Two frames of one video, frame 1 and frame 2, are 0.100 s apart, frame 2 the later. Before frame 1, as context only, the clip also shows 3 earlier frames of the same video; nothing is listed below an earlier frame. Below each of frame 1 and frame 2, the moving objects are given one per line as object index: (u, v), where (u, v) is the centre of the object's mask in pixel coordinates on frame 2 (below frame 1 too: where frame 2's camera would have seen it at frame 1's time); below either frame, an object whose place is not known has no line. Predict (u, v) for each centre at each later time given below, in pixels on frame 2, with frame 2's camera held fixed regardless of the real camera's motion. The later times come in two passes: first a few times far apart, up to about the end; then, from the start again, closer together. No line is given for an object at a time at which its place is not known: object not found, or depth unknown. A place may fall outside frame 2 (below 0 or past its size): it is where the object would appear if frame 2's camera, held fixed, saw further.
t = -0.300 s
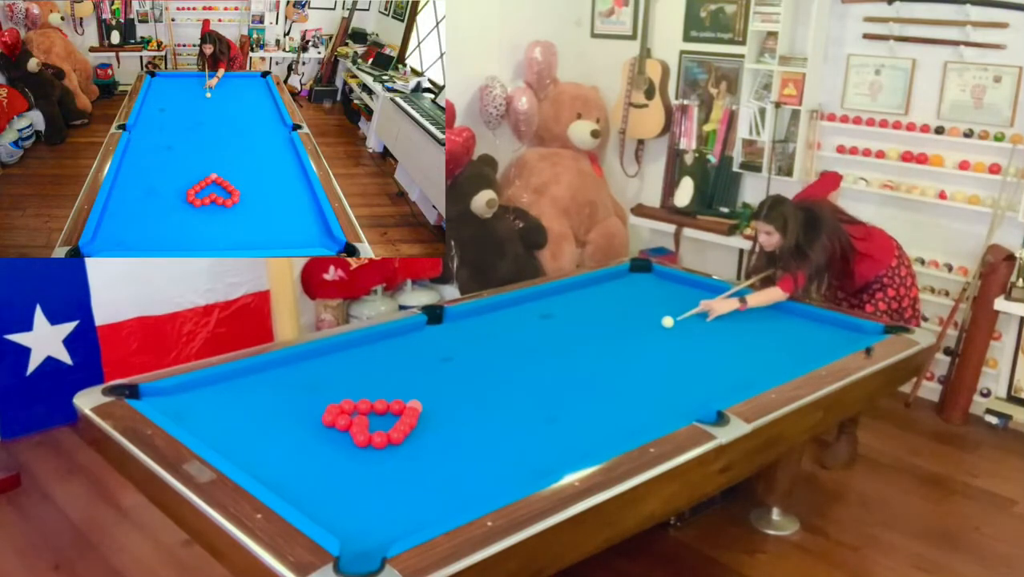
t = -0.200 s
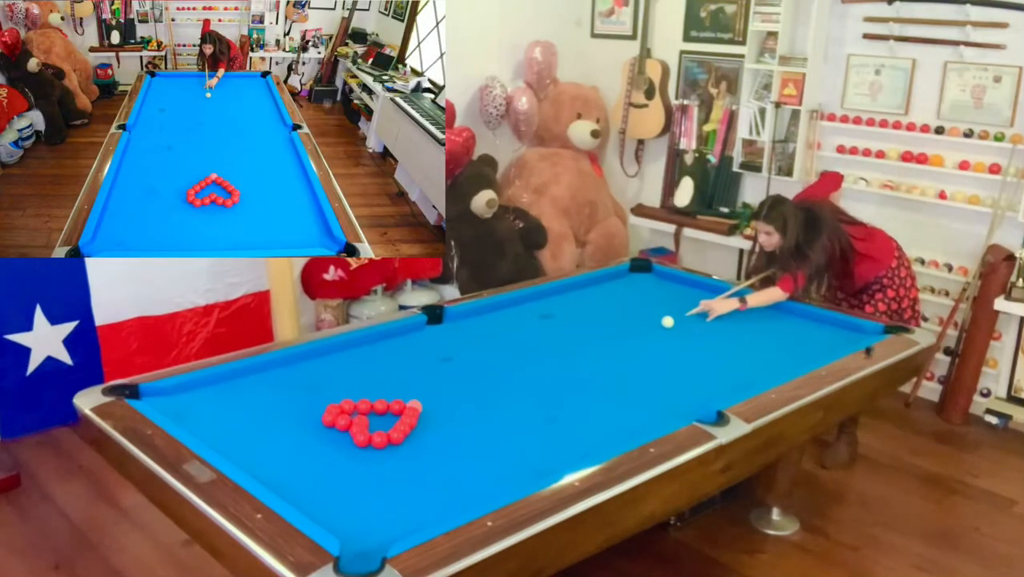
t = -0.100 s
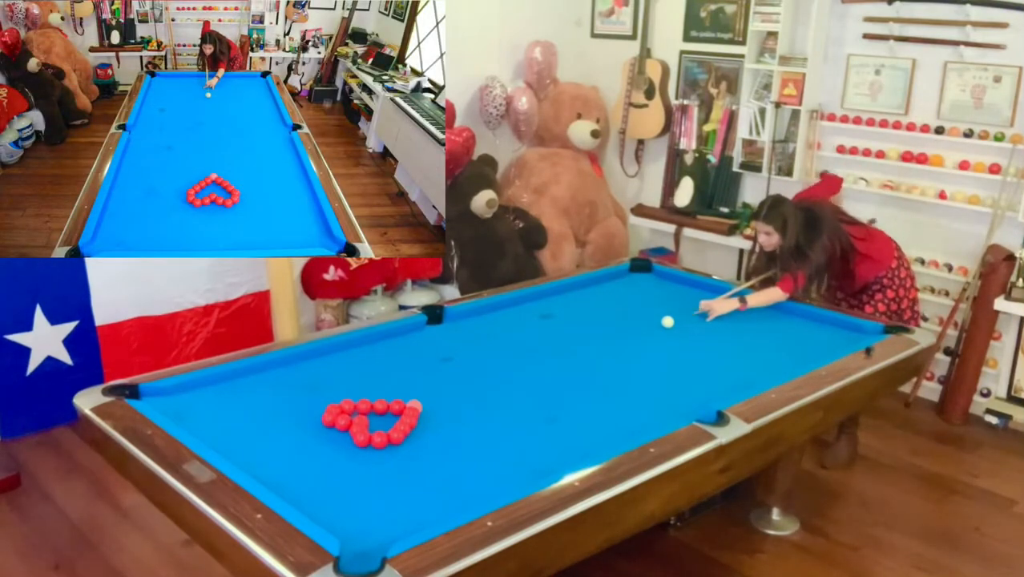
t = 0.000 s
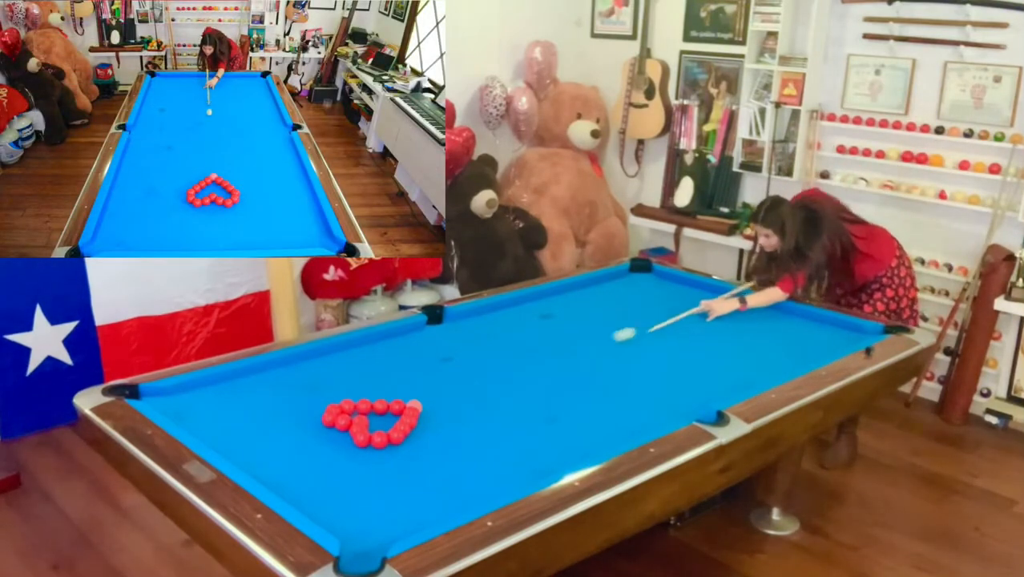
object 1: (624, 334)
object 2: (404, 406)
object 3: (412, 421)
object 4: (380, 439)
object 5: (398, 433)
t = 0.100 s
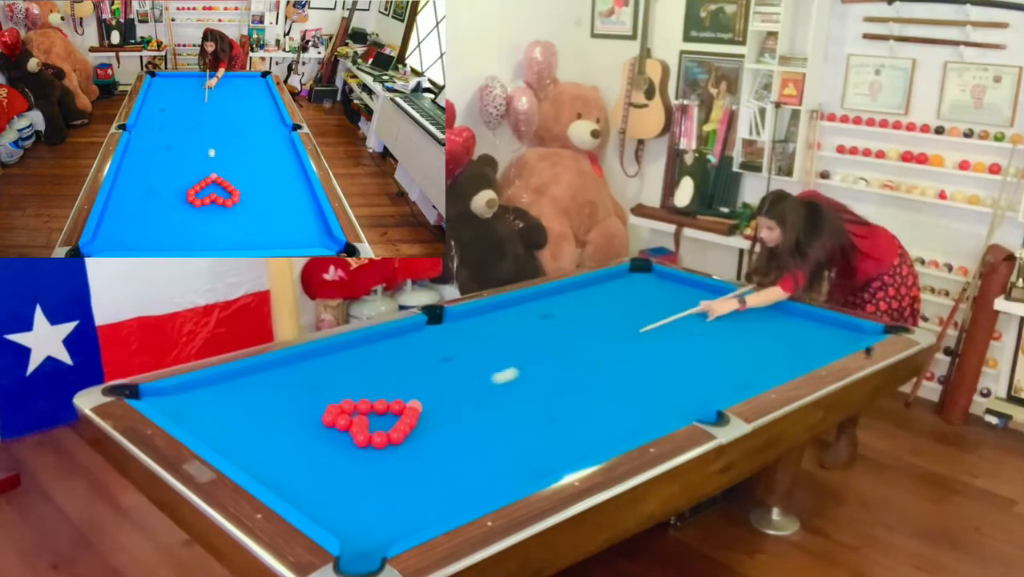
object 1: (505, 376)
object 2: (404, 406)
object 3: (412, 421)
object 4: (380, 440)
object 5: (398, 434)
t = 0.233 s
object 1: (418, 394)
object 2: (401, 407)
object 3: (422, 423)
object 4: (364, 459)
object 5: (421, 461)
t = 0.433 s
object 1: (388, 394)
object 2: (396, 402)
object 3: (454, 426)
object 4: (324, 508)
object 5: (445, 499)
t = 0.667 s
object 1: (366, 391)
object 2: (397, 396)
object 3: (490, 431)
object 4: (384, 520)
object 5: (380, 471)
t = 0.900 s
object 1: (341, 390)
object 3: (525, 434)
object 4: (445, 511)
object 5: (323, 446)
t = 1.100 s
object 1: (322, 388)
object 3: (554, 437)
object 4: (462, 489)
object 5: (307, 434)
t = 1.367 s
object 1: (297, 385)
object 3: (590, 443)
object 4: (481, 463)
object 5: (297, 427)
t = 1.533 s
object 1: (296, 380)
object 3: (611, 443)
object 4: (492, 447)
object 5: (291, 423)
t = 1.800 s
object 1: (299, 371)
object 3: (610, 438)
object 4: (506, 426)
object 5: (281, 416)
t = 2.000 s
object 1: (300, 365)
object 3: (606, 432)
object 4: (516, 412)
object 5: (276, 412)
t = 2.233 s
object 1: (302, 359)
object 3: (602, 426)
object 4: (526, 398)
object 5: (268, 408)
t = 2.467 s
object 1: (307, 356)
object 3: (599, 421)
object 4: (534, 385)
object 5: (262, 404)
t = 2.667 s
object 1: (312, 357)
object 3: (596, 418)
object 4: (541, 375)
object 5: (257, 401)
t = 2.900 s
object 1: (317, 357)
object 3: (593, 415)
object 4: (548, 365)
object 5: (251, 398)
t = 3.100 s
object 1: (320, 358)
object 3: (590, 412)
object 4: (553, 356)
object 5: (247, 396)
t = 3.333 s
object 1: (323, 358)
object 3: (588, 410)
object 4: (559, 348)
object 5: (242, 394)
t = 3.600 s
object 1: (324, 359)
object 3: (586, 407)
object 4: (565, 339)
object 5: (237, 392)
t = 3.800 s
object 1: (323, 358)
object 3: (584, 407)
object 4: (569, 333)
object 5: (234, 391)
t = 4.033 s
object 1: (323, 358)
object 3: (584, 406)
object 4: (572, 326)
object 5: (231, 390)
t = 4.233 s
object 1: (323, 358)
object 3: (584, 406)
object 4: (575, 320)
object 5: (229, 389)
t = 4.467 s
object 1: (323, 358)
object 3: (584, 406)
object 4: (578, 315)
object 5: (228, 388)
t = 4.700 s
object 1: (323, 358)
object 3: (584, 406)
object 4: (580, 310)
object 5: (228, 388)
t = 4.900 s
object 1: (323, 358)
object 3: (584, 406)
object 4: (582, 306)
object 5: (228, 388)
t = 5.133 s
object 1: (323, 358)
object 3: (584, 406)
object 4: (584, 302)
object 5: (228, 388)
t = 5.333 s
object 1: (323, 358)
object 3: (584, 406)
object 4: (585, 300)
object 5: (228, 388)
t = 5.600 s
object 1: (323, 358)
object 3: (584, 406)
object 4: (587, 296)
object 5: (228, 388)
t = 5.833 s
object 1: (323, 358)
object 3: (584, 406)
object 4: (589, 293)
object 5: (228, 388)
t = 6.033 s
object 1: (323, 358)
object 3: (584, 407)
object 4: (590, 291)
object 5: (228, 388)
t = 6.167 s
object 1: (323, 358)
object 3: (584, 406)
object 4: (590, 289)
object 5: (228, 388)
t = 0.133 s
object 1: (460, 390)
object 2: (404, 406)
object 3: (412, 421)
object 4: (380, 439)
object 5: (398, 433)
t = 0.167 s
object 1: (425, 400)
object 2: (404, 406)
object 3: (412, 421)
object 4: (378, 442)
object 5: (400, 435)
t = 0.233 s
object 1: (418, 394)
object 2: (401, 407)
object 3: (422, 423)
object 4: (364, 459)
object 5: (421, 461)
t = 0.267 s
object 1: (415, 395)
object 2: (396, 407)
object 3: (428, 424)
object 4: (357, 467)
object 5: (432, 473)
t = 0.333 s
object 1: (404, 395)
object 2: (395, 405)
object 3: (439, 425)
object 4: (344, 484)
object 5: (455, 496)
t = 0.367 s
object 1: (400, 395)
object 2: (395, 404)
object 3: (444, 425)
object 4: (338, 492)
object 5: (464, 505)
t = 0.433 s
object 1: (388, 394)
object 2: (396, 402)
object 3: (454, 426)
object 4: (324, 508)
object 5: (445, 499)
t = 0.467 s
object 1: (385, 394)
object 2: (396, 401)
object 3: (460, 427)
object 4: (319, 515)
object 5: (434, 494)
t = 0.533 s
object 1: (380, 394)
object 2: (396, 400)
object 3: (470, 428)
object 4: (338, 519)
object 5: (415, 486)
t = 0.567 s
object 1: (377, 393)
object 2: (396, 399)
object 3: (475, 429)
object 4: (350, 519)
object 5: (406, 482)
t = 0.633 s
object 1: (370, 391)
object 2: (397, 397)
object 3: (485, 430)
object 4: (373, 520)
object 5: (388, 474)
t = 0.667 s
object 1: (366, 391)
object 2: (397, 396)
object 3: (490, 431)
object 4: (384, 520)
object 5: (380, 471)
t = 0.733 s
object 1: (358, 391)
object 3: (500, 431)
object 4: (406, 520)
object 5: (363, 463)
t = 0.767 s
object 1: (355, 391)
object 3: (505, 432)
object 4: (417, 520)
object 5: (355, 460)
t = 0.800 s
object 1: (351, 391)
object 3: (510, 433)
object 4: (428, 519)
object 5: (346, 457)
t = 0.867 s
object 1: (345, 390)
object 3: (520, 434)
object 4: (442, 514)
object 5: (331, 450)
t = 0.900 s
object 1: (341, 390)
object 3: (525, 434)
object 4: (445, 511)
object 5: (323, 446)
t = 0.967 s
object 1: (335, 389)
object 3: (534, 436)
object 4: (451, 505)
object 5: (312, 438)
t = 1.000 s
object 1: (332, 389)
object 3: (539, 436)
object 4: (454, 501)
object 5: (310, 437)
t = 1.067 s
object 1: (325, 388)
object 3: (549, 437)
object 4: (460, 493)
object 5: (308, 435)
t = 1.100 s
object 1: (322, 388)
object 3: (554, 437)
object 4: (462, 489)
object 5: (307, 434)
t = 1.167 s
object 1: (315, 387)
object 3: (562, 439)
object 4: (467, 482)
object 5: (304, 433)
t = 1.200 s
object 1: (313, 387)
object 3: (568, 439)
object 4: (470, 479)
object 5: (303, 432)
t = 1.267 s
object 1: (306, 386)
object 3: (576, 440)
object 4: (474, 472)
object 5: (300, 430)
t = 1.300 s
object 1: (303, 386)
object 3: (581, 441)
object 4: (477, 468)
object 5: (299, 429)
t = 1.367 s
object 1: (297, 385)
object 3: (590, 443)
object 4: (481, 463)
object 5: (297, 427)
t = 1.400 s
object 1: (295, 385)
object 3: (595, 443)
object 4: (484, 459)
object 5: (296, 426)
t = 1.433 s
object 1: (294, 384)
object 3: (599, 443)
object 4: (486, 456)
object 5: (294, 425)
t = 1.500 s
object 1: (296, 381)
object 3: (607, 443)
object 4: (490, 450)
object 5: (292, 424)
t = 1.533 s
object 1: (296, 380)
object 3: (611, 443)
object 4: (492, 447)
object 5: (291, 423)
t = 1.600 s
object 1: (297, 377)
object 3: (612, 442)
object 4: (495, 442)
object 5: (288, 421)
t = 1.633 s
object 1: (297, 376)
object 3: (612, 441)
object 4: (497, 439)
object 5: (287, 420)
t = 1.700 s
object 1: (298, 374)
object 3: (611, 440)
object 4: (501, 434)
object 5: (285, 419)
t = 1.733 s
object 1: (298, 373)
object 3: (611, 439)
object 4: (503, 432)
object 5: (283, 418)
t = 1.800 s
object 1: (299, 371)
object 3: (610, 438)
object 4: (506, 426)
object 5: (281, 416)
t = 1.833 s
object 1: (299, 370)
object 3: (609, 437)
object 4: (508, 424)
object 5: (280, 416)
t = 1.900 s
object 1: (300, 368)
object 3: (608, 435)
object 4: (511, 419)
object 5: (278, 414)
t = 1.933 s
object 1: (300, 367)
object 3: (607, 434)
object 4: (513, 417)
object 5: (277, 414)
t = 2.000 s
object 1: (300, 365)
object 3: (606, 432)
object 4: (516, 412)
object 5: (276, 412)
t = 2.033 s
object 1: (301, 364)
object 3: (606, 431)
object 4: (517, 410)
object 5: (275, 412)
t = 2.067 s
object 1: (301, 363)
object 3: (605, 430)
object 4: (519, 408)
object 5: (273, 411)
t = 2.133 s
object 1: (301, 361)
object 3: (604, 428)
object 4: (521, 404)
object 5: (271, 409)
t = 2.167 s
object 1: (302, 360)
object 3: (603, 428)
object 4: (523, 402)
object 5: (270, 409)
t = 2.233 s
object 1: (302, 359)
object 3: (602, 426)
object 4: (526, 398)
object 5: (268, 408)
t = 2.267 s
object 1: (302, 358)
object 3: (602, 426)
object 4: (527, 396)
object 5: (267, 407)
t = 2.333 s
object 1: (302, 356)
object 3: (601, 424)
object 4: (529, 392)
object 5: (266, 406)
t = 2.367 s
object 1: (303, 356)
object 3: (600, 423)
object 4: (531, 390)
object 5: (265, 405)
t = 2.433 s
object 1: (305, 356)
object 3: (599, 422)
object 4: (533, 387)
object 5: (263, 404)
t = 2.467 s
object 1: (307, 356)
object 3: (599, 421)
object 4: (534, 385)
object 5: (262, 404)
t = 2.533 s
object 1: (308, 356)
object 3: (598, 420)
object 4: (537, 382)
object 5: (260, 403)
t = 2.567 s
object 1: (310, 357)
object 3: (597, 419)
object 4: (538, 380)
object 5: (260, 402)
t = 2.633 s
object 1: (311, 357)
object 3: (596, 418)
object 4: (540, 377)
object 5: (258, 401)
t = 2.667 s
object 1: (312, 357)
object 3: (596, 418)
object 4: (541, 375)
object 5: (257, 401)
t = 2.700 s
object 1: (313, 357)
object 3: (595, 417)
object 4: (542, 374)
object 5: (256, 401)
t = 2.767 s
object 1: (314, 357)
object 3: (595, 416)
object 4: (544, 370)
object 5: (254, 400)
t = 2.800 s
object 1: (315, 357)
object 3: (594, 416)
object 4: (545, 369)
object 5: (253, 399)
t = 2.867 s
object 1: (317, 357)
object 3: (593, 415)
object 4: (547, 366)
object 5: (252, 398)
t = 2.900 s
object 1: (317, 357)
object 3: (593, 415)
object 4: (548, 365)
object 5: (251, 398)
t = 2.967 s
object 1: (319, 358)
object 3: (592, 413)
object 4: (550, 361)
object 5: (249, 397)
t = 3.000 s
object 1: (319, 358)
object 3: (592, 413)
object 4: (551, 360)
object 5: (249, 397)
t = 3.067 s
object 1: (320, 358)
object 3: (591, 412)
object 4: (553, 357)
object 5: (247, 396)
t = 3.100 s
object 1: (320, 358)
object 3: (590, 412)
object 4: (553, 356)
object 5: (247, 396)
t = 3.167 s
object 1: (321, 358)
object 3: (590, 411)
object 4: (555, 354)
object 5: (245, 395)
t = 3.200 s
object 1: (322, 358)
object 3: (590, 411)
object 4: (556, 352)
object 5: (244, 395)
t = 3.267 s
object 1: (322, 358)
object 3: (589, 410)
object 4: (558, 350)
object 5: (243, 394)
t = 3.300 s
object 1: (323, 359)
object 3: (588, 410)
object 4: (558, 349)
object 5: (242, 394)
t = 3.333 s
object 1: (323, 358)
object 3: (588, 410)
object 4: (559, 348)
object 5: (242, 394)
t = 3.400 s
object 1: (324, 358)
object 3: (587, 409)
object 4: (561, 345)
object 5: (240, 393)
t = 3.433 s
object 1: (324, 358)
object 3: (587, 409)
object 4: (561, 344)
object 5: (239, 393)
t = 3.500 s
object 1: (324, 358)
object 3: (586, 409)
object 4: (563, 342)
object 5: (239, 392)
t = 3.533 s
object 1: (324, 359)
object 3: (586, 408)
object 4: (564, 341)
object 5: (238, 392)
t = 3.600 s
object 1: (324, 359)
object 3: (586, 407)
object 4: (565, 339)
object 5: (237, 392)
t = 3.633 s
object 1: (324, 359)
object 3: (585, 408)
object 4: (566, 338)
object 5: (236, 392)
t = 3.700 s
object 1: (324, 358)
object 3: (585, 407)
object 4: (567, 336)
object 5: (235, 391)
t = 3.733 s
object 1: (323, 359)
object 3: (585, 407)
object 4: (568, 334)
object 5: (235, 391)
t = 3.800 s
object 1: (323, 358)
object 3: (584, 407)
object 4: (569, 333)
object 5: (234, 391)
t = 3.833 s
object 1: (323, 358)
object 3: (584, 407)
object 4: (569, 331)
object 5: (233, 391)
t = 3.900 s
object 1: (323, 358)
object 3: (584, 407)
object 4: (570, 329)
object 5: (232, 390)
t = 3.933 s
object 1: (323, 358)
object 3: (584, 406)
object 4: (571, 329)
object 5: (232, 390)
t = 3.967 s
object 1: (323, 358)
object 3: (584, 406)
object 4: (571, 328)
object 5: (232, 390)
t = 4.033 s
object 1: (323, 358)
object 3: (584, 406)
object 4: (572, 326)
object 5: (231, 390)
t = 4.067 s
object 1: (323, 358)
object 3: (584, 407)
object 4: (573, 325)
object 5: (230, 390)
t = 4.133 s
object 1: (323, 358)
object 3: (584, 406)
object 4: (574, 323)
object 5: (230, 389)
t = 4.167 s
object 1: (323, 358)
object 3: (584, 406)
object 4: (574, 322)
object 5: (230, 389)
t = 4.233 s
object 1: (323, 358)
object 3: (584, 406)
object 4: (575, 320)
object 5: (229, 389)
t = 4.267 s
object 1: (323, 358)
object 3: (584, 406)
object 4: (576, 319)
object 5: (229, 389)
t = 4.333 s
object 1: (323, 358)
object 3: (584, 406)
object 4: (576, 318)
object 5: (229, 389)
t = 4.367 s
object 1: (323, 359)
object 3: (584, 406)
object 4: (577, 317)
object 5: (228, 389)
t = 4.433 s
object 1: (323, 359)
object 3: (584, 406)
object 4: (577, 316)
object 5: (228, 389)
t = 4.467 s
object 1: (323, 358)
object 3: (584, 406)
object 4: (578, 315)
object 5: (228, 388)
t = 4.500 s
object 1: (323, 358)
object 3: (584, 406)
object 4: (578, 314)
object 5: (228, 388)
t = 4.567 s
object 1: (323, 359)
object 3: (584, 406)
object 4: (579, 313)
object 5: (227, 388)
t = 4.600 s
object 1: (323, 358)
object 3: (584, 406)
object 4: (579, 312)
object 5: (228, 388)
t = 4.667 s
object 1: (323, 358)
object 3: (584, 406)
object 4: (580, 311)
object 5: (227, 388)
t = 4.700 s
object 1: (323, 358)
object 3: (584, 406)
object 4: (580, 310)
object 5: (228, 388)
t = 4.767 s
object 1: (323, 358)
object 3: (584, 406)
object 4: (581, 309)
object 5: (228, 388)
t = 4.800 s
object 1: (323, 358)
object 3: (584, 406)
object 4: (581, 308)
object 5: (228, 388)
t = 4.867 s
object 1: (323, 359)
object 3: (584, 407)
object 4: (582, 307)
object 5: (228, 388)
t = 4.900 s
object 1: (323, 358)
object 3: (584, 406)
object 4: (582, 306)
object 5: (228, 388)
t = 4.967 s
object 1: (323, 358)
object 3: (584, 406)
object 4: (583, 305)
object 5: (228, 388)
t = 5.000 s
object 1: (323, 358)
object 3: (584, 406)
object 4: (583, 305)
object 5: (228, 388)
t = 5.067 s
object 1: (323, 358)
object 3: (584, 407)
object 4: (584, 304)
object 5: (228, 389)
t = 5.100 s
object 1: (323, 358)
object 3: (584, 406)
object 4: (584, 303)
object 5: (228, 388)
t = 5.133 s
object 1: (323, 358)
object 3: (584, 406)
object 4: (584, 302)
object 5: (228, 388)
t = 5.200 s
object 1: (323, 358)
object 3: (584, 406)
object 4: (584, 301)
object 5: (228, 388)
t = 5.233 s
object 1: (323, 358)
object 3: (584, 406)
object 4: (585, 301)
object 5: (228, 388)
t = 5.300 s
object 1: (323, 358)
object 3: (584, 406)
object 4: (585, 300)
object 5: (228, 388)
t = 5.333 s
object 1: (323, 358)
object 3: (584, 406)
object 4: (585, 300)
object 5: (228, 388)
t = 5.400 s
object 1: (323, 359)
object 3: (584, 407)
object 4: (586, 299)
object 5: (228, 388)
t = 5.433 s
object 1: (323, 358)
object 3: (584, 406)
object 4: (586, 298)
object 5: (228, 388)
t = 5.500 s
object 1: (323, 358)
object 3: (584, 406)
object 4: (586, 297)
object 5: (228, 388)
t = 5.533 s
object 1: (323, 358)
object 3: (584, 406)
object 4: (587, 297)
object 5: (228, 388)
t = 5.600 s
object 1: (323, 358)
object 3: (584, 406)
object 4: (587, 296)
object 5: (228, 388)
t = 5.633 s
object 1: (323, 358)
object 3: (584, 406)
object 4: (588, 295)
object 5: (228, 388)
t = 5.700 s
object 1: (323, 358)
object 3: (584, 406)
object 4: (587, 295)
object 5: (228, 388)
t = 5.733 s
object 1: (323, 358)
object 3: (584, 406)
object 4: (588, 294)
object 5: (228, 388)
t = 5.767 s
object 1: (323, 358)
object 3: (584, 406)
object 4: (588, 294)
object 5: (228, 388)
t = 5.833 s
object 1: (323, 358)
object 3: (584, 406)
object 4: (589, 293)
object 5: (228, 388)
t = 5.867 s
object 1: (323, 358)
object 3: (584, 406)
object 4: (589, 293)
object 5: (228, 388)
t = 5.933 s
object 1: (323, 358)
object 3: (584, 406)
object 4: (589, 291)
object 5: (228, 388)
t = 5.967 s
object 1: (323, 358)
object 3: (584, 406)
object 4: (589, 291)
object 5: (228, 388)
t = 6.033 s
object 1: (323, 358)
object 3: (584, 407)
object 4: (590, 291)
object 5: (228, 388)
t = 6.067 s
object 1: (323, 358)
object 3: (584, 406)
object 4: (590, 290)
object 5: (228, 388)
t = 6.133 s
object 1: (323, 358)
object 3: (584, 406)
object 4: (590, 289)
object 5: (228, 388)
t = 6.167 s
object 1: (323, 358)
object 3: (584, 406)
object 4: (590, 289)
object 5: (228, 388)
